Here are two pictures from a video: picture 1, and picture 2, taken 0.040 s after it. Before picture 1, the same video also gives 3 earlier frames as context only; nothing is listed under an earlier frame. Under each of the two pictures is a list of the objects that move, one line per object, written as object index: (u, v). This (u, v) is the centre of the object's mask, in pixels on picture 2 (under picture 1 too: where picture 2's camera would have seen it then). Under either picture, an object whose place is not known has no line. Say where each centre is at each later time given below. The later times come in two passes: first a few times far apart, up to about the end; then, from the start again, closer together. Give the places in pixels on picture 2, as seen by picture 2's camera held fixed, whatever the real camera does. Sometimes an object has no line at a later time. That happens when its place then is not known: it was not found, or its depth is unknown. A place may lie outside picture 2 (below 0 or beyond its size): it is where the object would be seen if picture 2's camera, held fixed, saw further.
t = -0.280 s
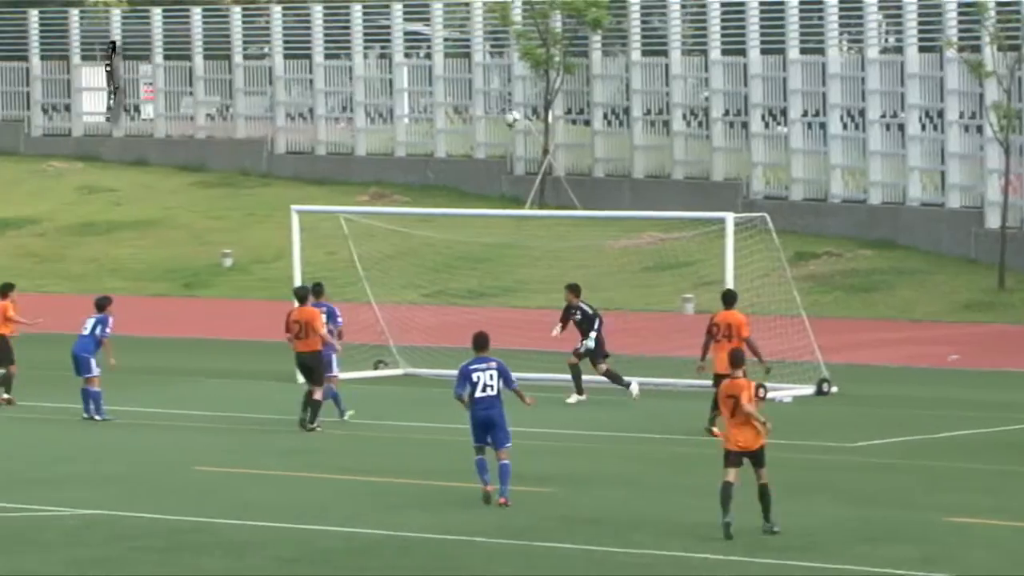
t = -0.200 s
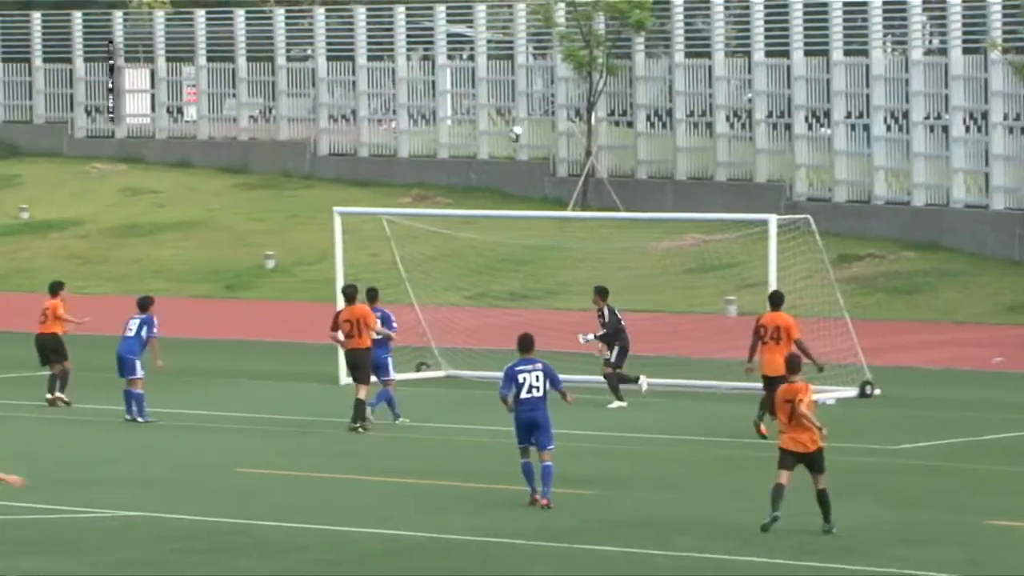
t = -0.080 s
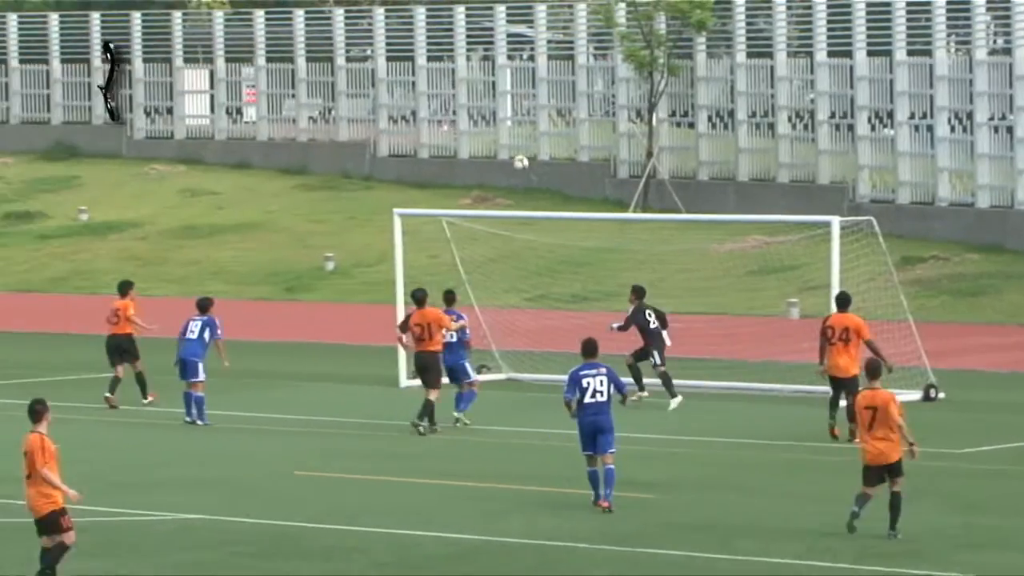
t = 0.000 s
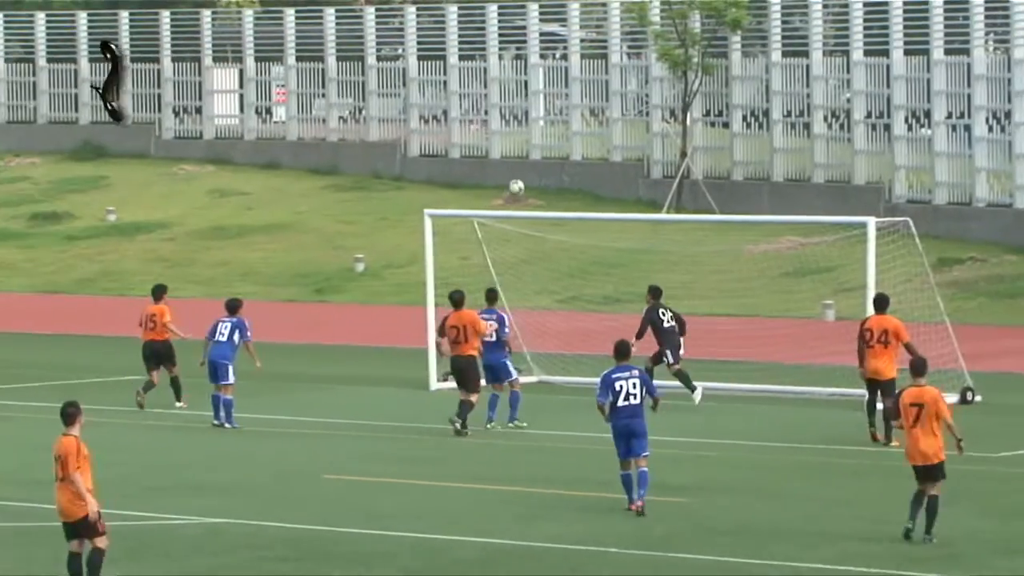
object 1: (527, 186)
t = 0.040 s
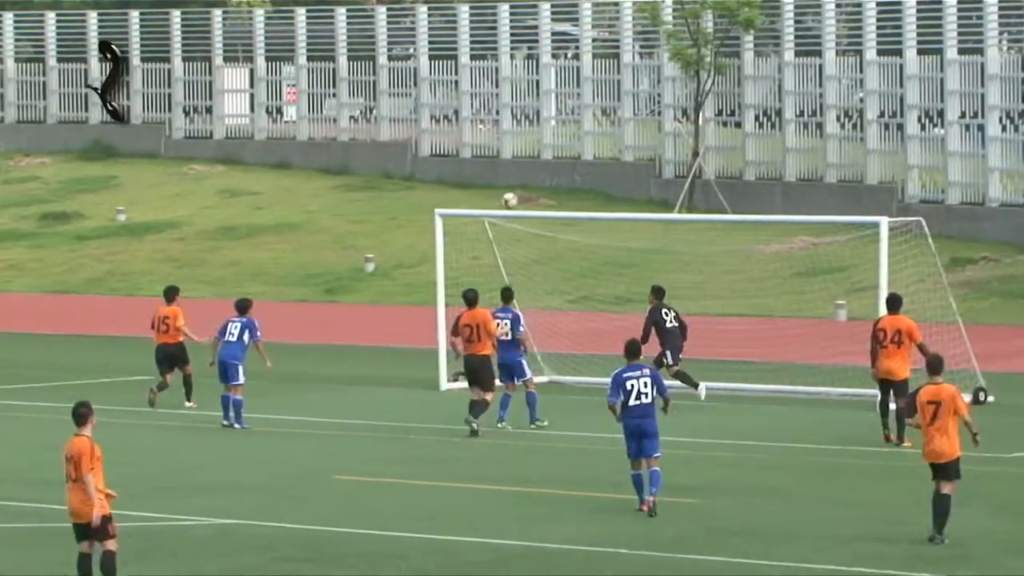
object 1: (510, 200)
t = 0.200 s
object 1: (440, 264)
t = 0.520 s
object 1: (326, 340)
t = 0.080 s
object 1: (491, 216)
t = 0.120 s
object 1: (474, 230)
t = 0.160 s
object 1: (457, 246)
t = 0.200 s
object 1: (440, 264)
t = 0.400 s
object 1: (357, 360)
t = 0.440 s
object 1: (342, 376)
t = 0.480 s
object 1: (335, 357)
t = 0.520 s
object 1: (326, 340)
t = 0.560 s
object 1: (318, 325)
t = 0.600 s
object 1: (310, 310)
